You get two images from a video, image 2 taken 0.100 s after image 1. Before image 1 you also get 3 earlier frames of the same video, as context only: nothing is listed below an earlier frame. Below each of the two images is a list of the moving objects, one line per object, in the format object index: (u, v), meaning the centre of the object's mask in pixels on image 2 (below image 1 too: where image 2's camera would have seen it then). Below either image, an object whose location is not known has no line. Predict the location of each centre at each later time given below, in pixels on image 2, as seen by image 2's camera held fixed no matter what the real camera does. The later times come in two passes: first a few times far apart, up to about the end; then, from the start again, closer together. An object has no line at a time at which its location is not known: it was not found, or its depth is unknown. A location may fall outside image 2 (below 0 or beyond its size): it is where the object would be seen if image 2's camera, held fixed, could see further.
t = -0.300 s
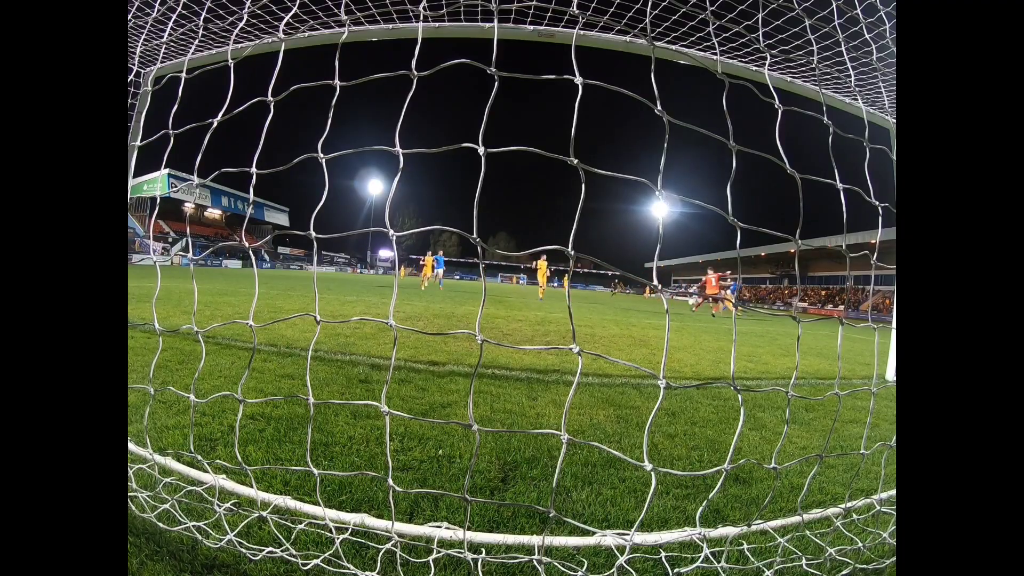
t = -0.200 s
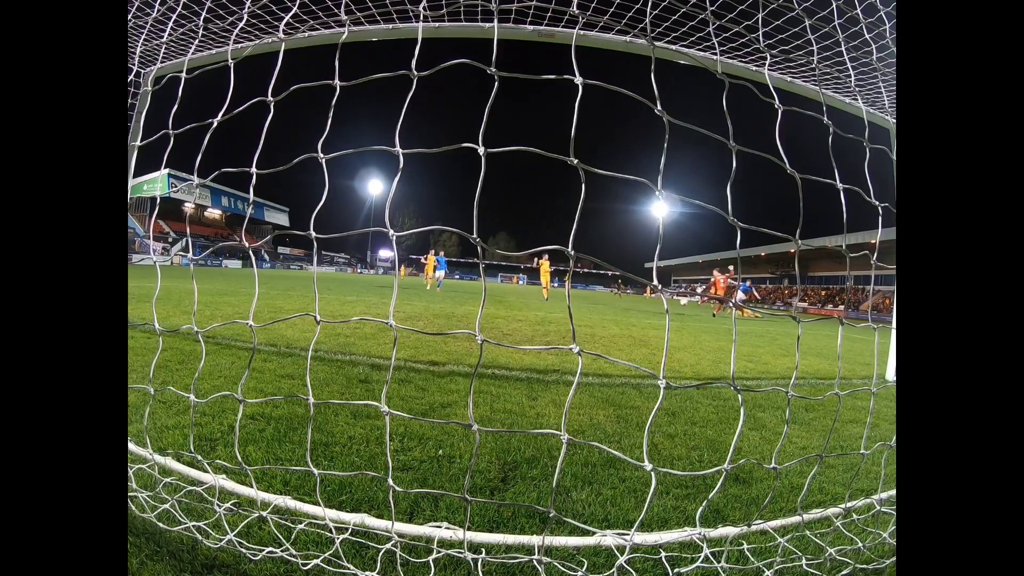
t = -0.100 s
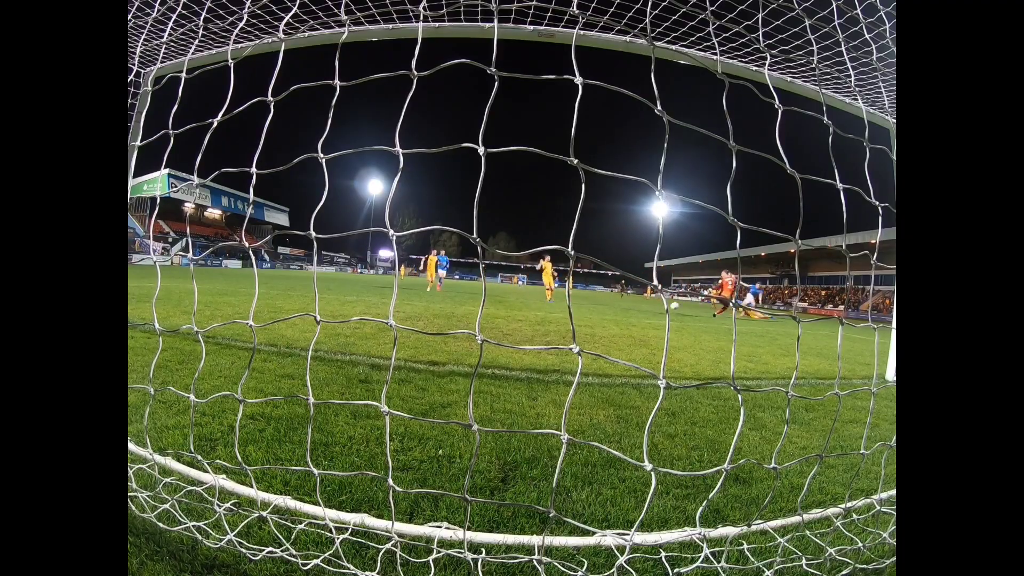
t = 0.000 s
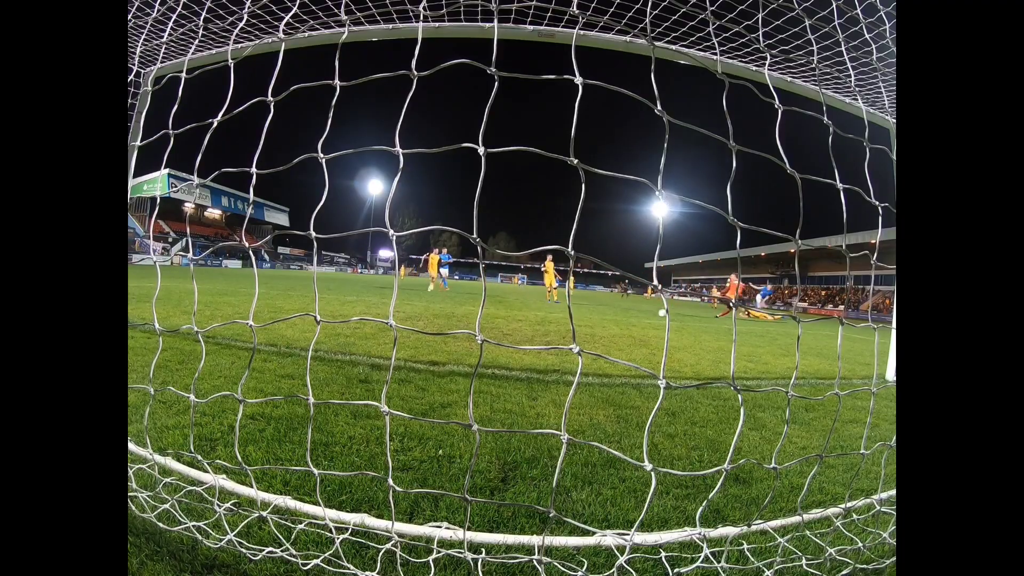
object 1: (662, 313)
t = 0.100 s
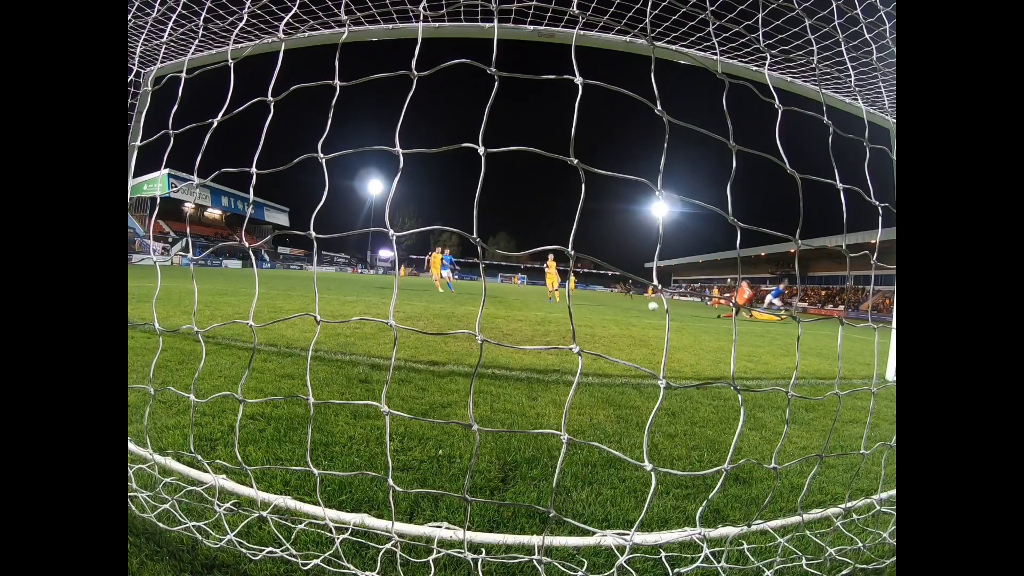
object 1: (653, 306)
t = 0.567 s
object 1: (574, 314)
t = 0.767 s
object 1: (516, 324)
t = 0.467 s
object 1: (594, 318)
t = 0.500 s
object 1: (588, 318)
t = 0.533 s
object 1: (581, 316)
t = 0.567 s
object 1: (574, 314)
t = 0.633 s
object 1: (556, 314)
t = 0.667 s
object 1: (548, 315)
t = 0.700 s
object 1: (538, 316)
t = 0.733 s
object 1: (528, 319)
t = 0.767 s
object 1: (516, 324)
